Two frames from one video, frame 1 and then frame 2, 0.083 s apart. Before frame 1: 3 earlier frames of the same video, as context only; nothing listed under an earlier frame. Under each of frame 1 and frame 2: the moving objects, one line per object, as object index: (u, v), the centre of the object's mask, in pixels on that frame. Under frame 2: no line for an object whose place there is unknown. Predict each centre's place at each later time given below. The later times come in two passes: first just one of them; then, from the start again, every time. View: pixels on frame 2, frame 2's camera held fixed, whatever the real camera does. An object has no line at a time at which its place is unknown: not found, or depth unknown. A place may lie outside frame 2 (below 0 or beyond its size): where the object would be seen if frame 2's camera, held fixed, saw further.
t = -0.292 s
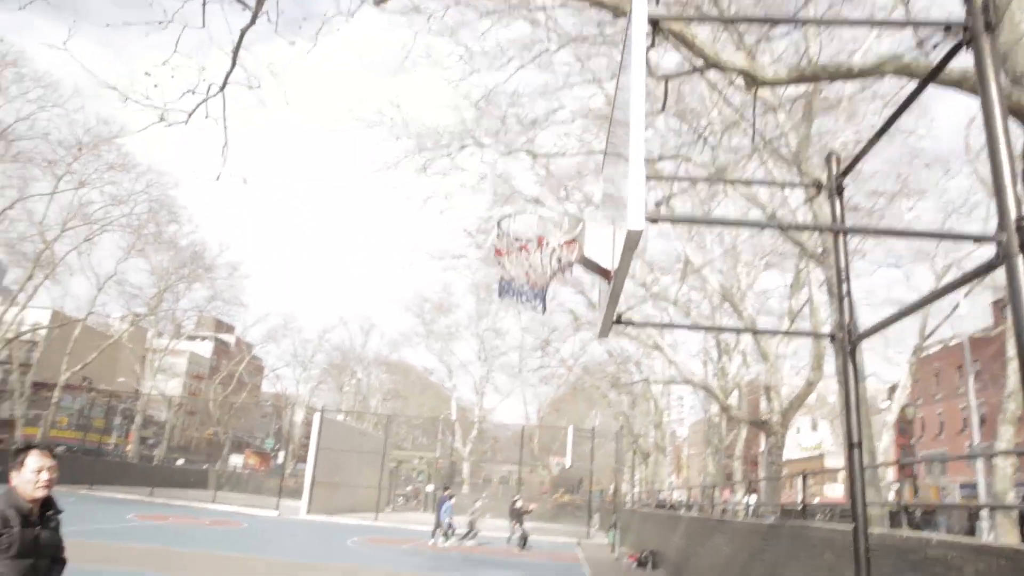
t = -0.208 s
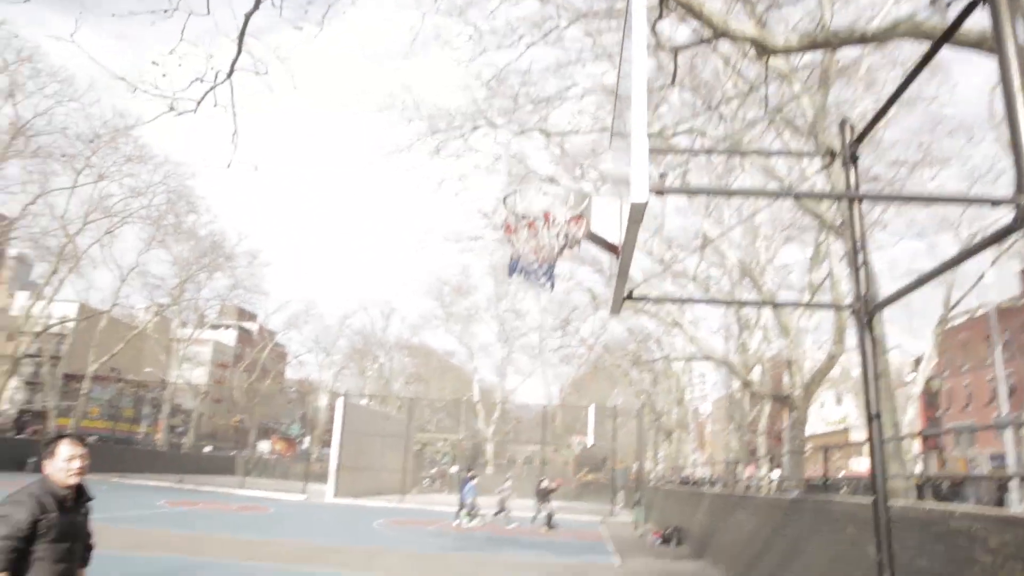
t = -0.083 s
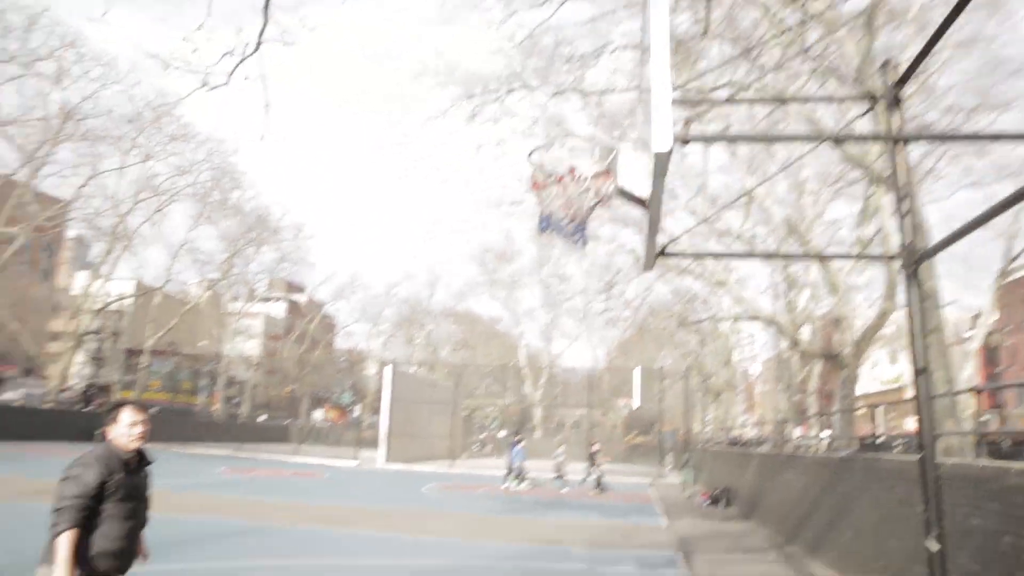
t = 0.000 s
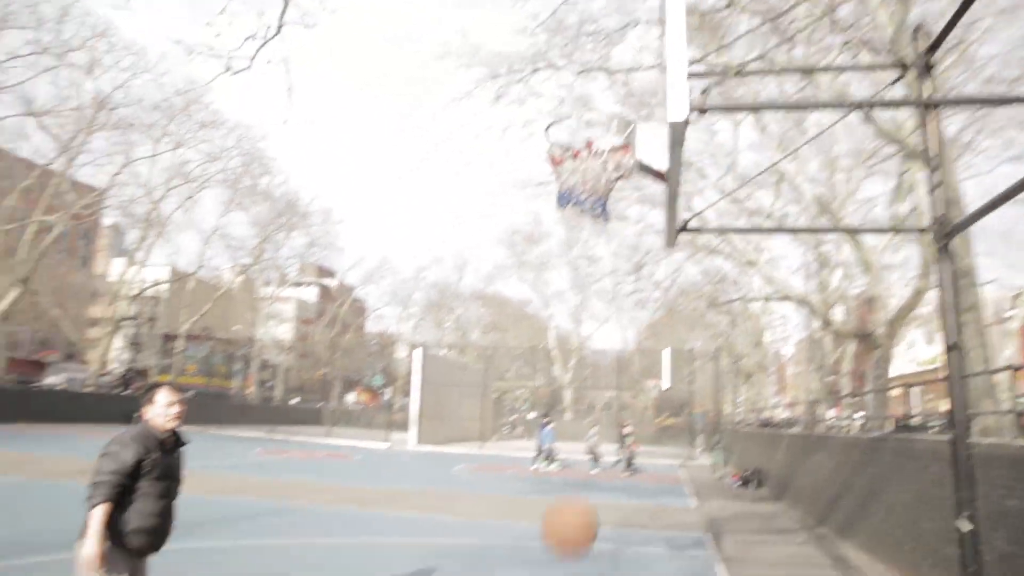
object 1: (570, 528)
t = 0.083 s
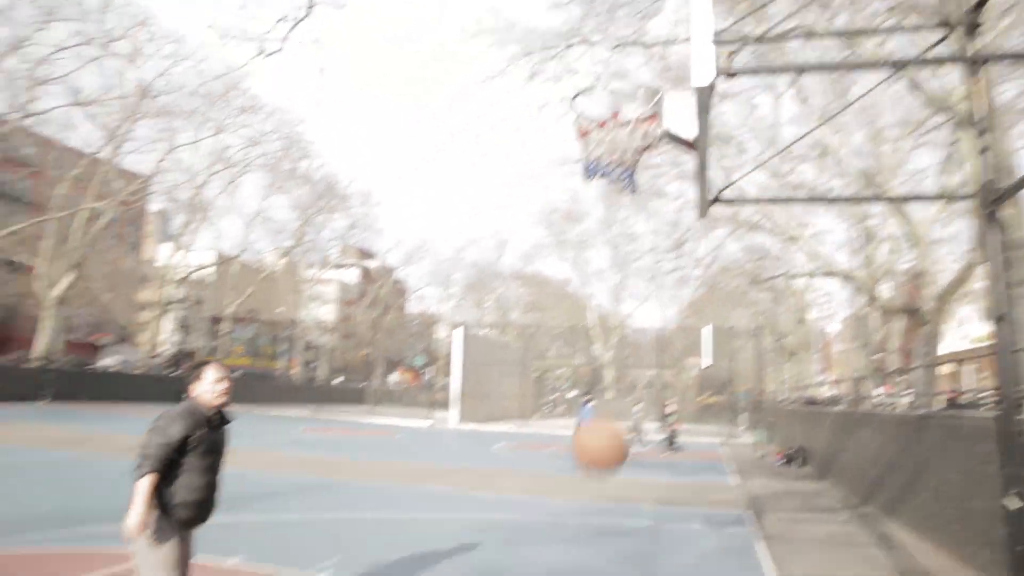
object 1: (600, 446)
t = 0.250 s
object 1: (574, 370)
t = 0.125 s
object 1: (595, 420)
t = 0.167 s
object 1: (587, 401)
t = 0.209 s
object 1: (580, 381)
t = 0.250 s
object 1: (574, 370)
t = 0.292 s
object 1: (570, 362)
